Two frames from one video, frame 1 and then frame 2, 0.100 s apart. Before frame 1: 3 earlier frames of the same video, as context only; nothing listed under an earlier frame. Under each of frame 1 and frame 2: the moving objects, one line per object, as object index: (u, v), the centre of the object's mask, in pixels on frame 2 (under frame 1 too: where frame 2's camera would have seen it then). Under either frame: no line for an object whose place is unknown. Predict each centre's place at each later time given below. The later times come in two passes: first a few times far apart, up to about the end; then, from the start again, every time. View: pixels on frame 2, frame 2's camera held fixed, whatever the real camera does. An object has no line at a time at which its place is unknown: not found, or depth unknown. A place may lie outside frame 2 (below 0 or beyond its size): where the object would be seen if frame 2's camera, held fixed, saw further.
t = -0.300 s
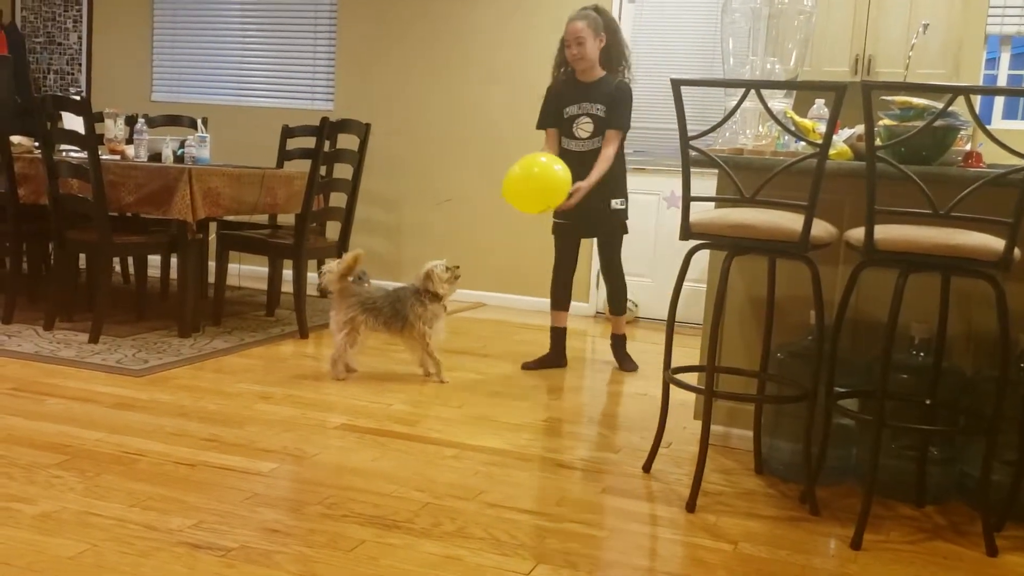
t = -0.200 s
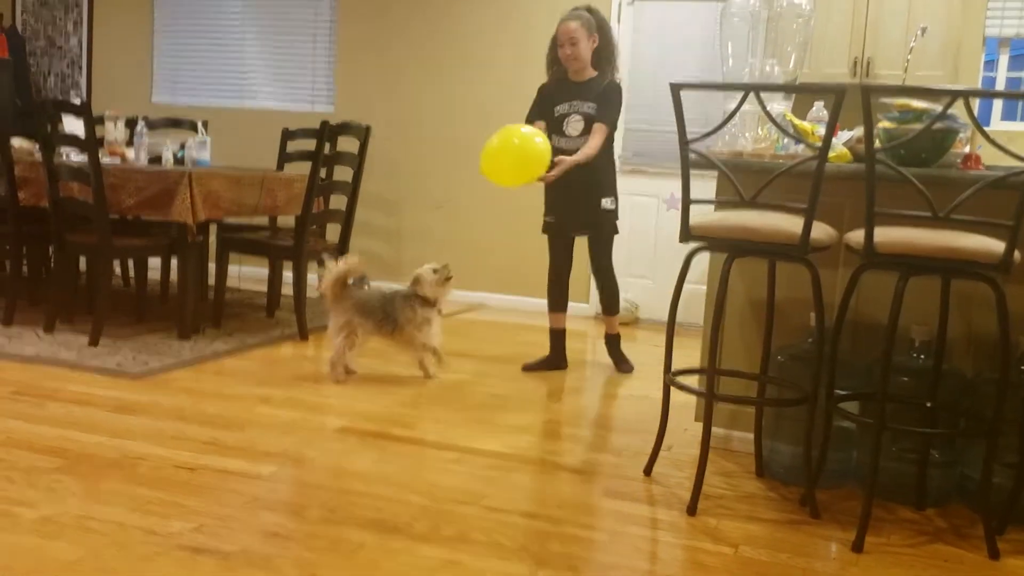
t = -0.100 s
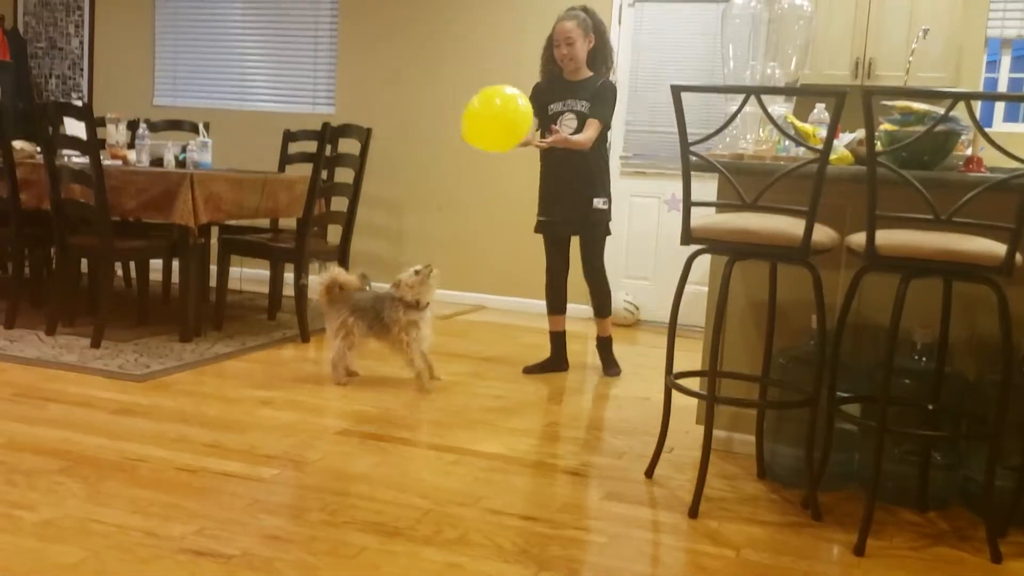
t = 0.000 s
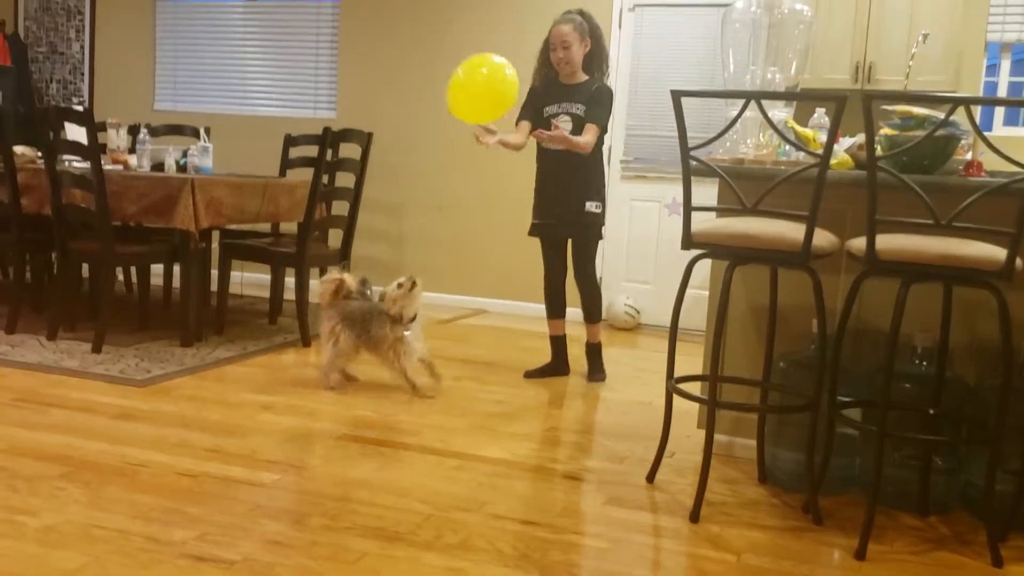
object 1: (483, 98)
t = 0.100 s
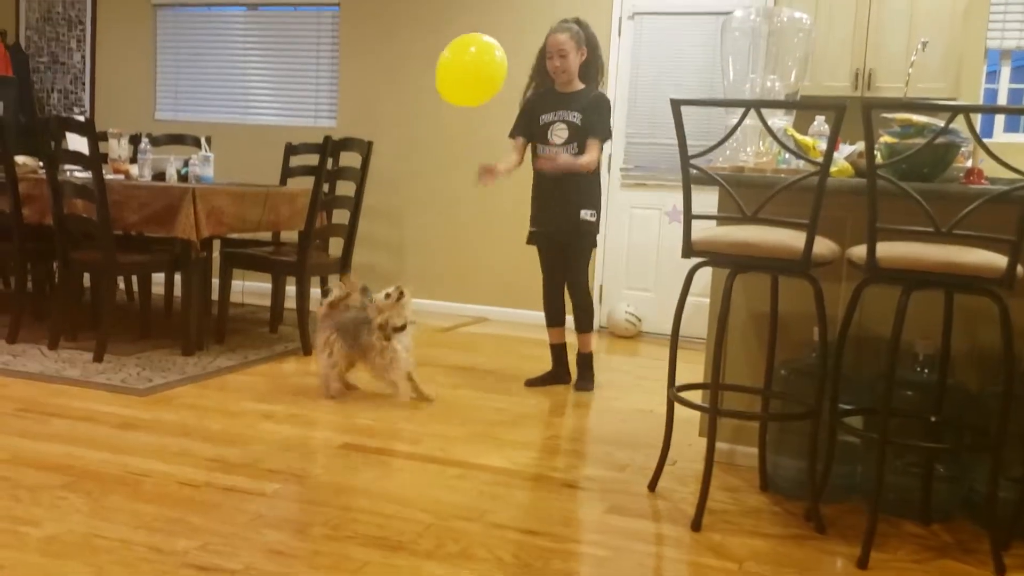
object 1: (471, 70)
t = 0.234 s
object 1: (459, 46)
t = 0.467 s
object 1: (443, 37)
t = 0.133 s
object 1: (467, 63)
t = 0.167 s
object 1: (464, 57)
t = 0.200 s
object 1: (461, 51)
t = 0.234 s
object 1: (459, 46)
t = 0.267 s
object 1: (456, 42)
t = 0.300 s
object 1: (454, 39)
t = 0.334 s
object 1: (451, 37)
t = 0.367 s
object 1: (449, 36)
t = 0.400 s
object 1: (447, 36)
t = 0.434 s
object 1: (445, 36)
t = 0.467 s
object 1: (443, 37)
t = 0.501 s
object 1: (441, 39)
